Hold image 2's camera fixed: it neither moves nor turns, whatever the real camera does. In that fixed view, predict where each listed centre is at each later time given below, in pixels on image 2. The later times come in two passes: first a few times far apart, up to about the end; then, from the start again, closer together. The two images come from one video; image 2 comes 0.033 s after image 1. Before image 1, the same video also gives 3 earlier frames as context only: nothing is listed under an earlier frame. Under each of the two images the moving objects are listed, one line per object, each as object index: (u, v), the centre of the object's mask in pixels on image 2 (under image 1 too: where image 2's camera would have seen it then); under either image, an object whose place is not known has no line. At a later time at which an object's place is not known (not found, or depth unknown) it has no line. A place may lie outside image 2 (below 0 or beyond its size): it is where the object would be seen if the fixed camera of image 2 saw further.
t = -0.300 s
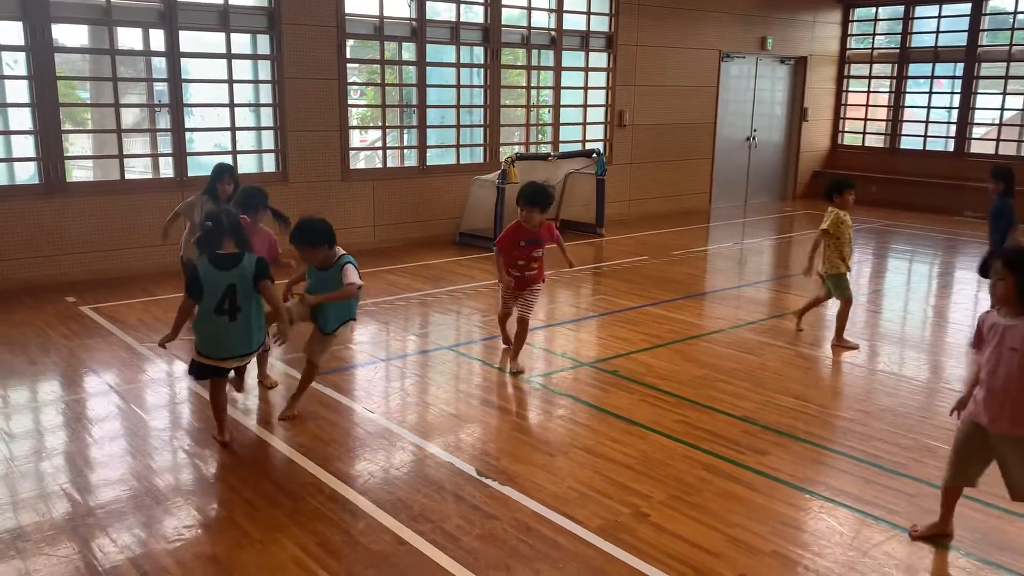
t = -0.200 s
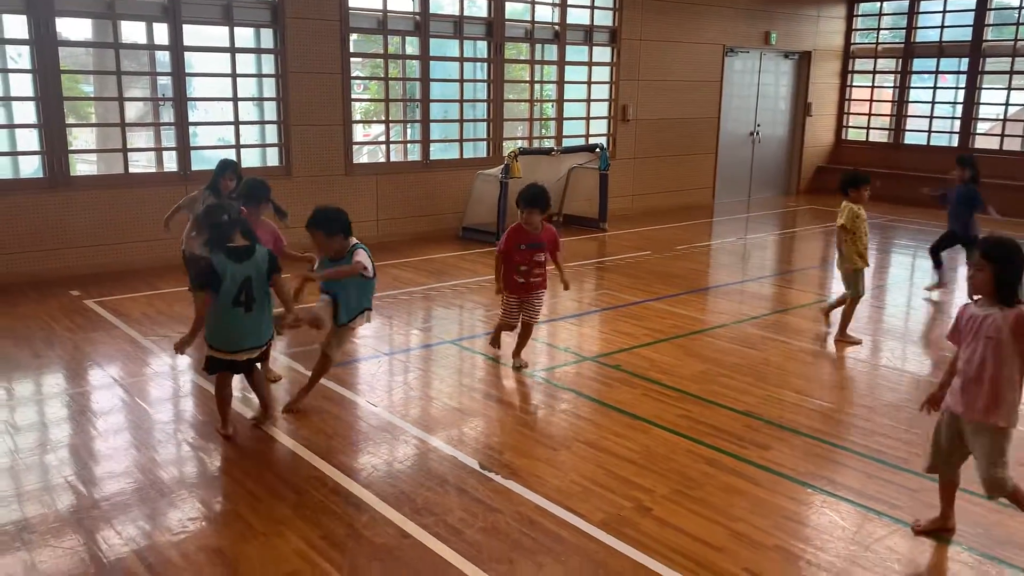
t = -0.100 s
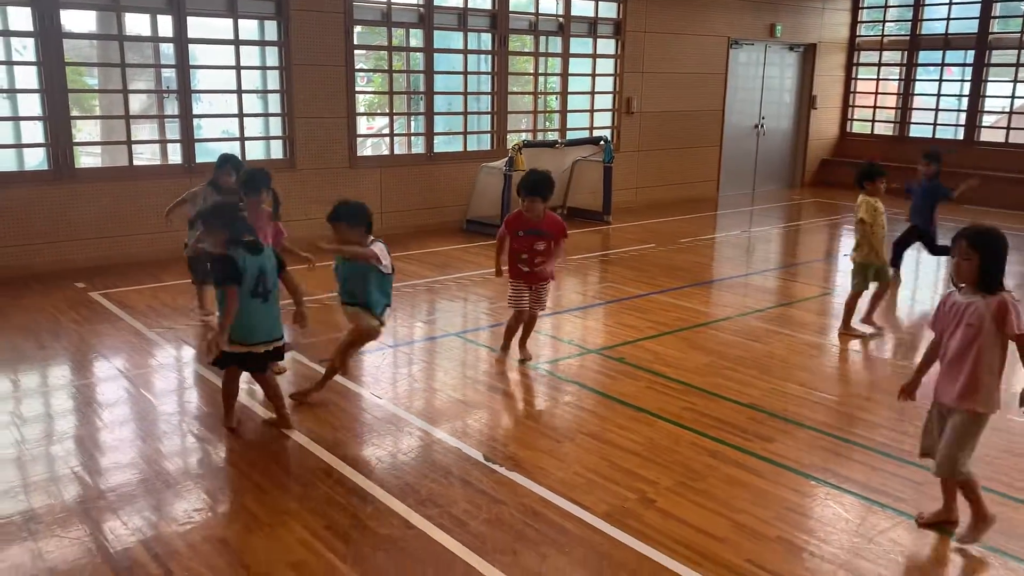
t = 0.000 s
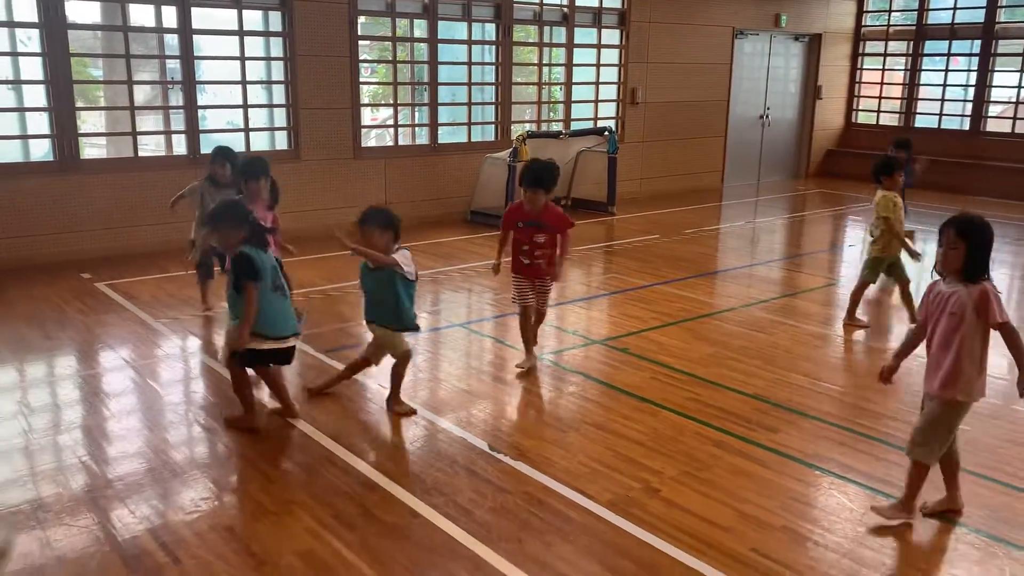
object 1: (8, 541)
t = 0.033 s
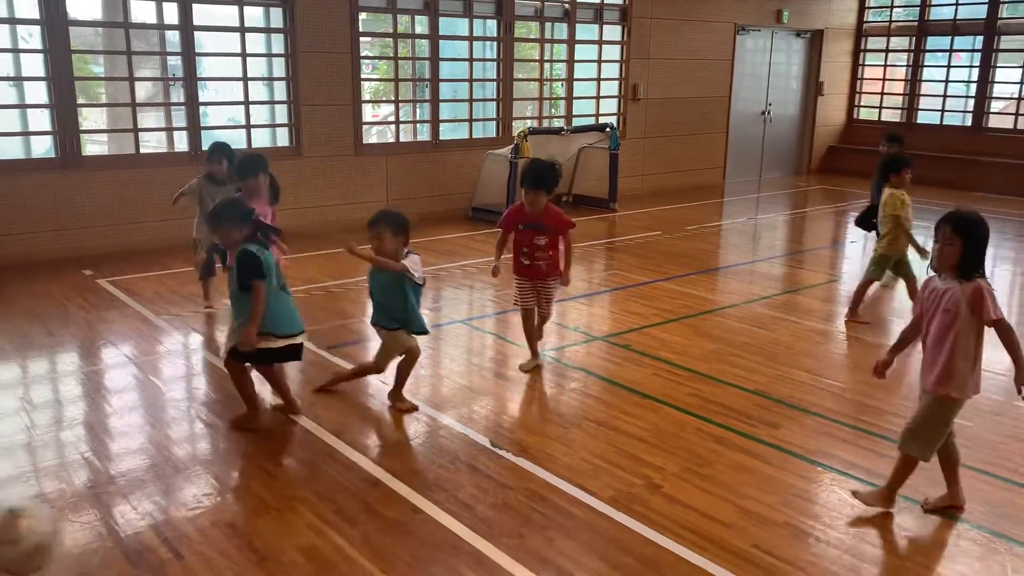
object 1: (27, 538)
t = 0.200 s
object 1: (256, 568)
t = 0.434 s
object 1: (432, 558)
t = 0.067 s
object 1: (69, 536)
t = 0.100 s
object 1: (118, 539)
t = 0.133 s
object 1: (164, 546)
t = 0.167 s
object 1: (213, 554)
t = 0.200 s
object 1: (256, 568)
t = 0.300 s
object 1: (353, 574)
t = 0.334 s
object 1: (372, 566)
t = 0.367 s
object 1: (393, 559)
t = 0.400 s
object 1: (412, 556)
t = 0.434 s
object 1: (432, 558)
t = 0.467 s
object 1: (450, 564)
